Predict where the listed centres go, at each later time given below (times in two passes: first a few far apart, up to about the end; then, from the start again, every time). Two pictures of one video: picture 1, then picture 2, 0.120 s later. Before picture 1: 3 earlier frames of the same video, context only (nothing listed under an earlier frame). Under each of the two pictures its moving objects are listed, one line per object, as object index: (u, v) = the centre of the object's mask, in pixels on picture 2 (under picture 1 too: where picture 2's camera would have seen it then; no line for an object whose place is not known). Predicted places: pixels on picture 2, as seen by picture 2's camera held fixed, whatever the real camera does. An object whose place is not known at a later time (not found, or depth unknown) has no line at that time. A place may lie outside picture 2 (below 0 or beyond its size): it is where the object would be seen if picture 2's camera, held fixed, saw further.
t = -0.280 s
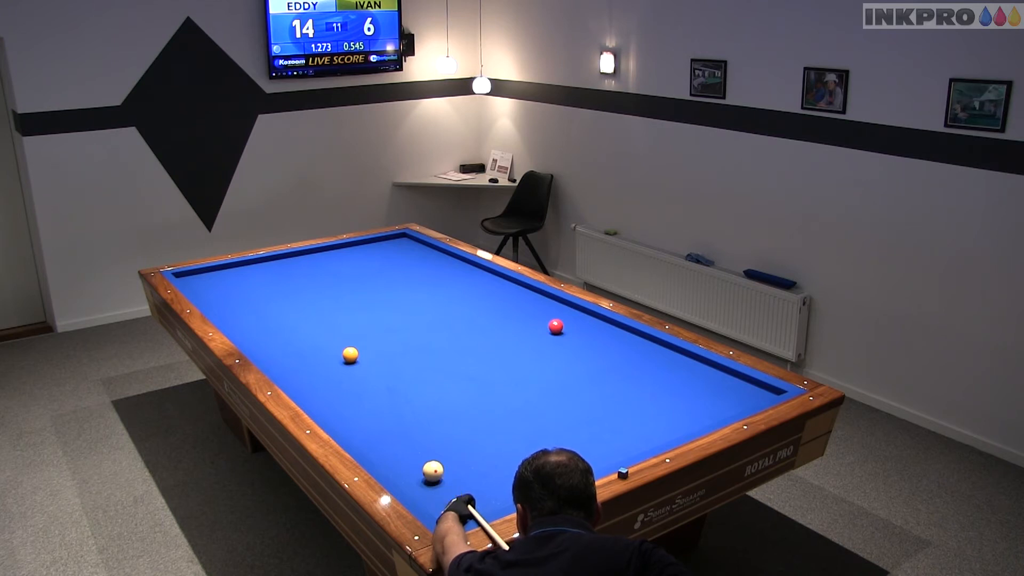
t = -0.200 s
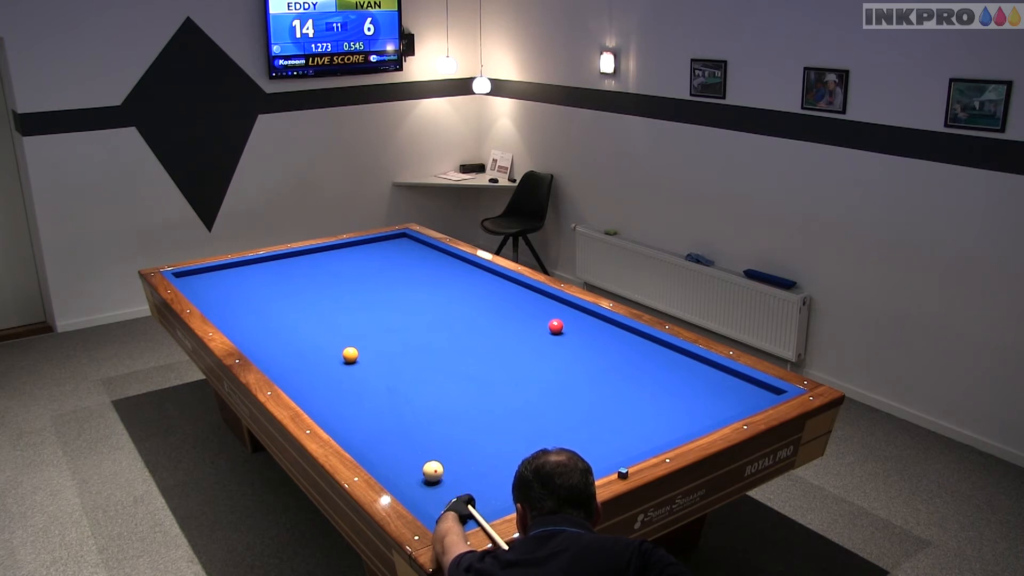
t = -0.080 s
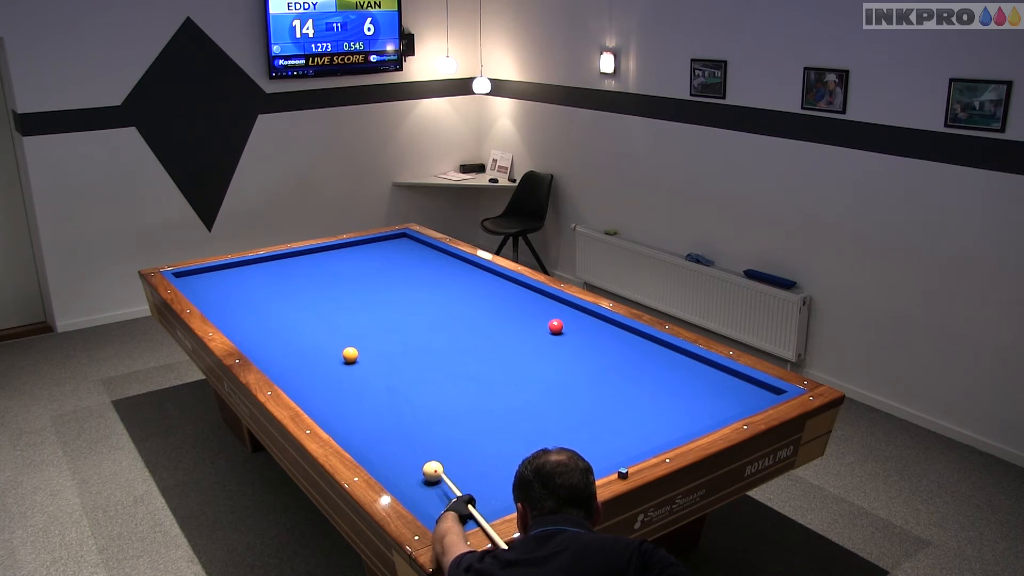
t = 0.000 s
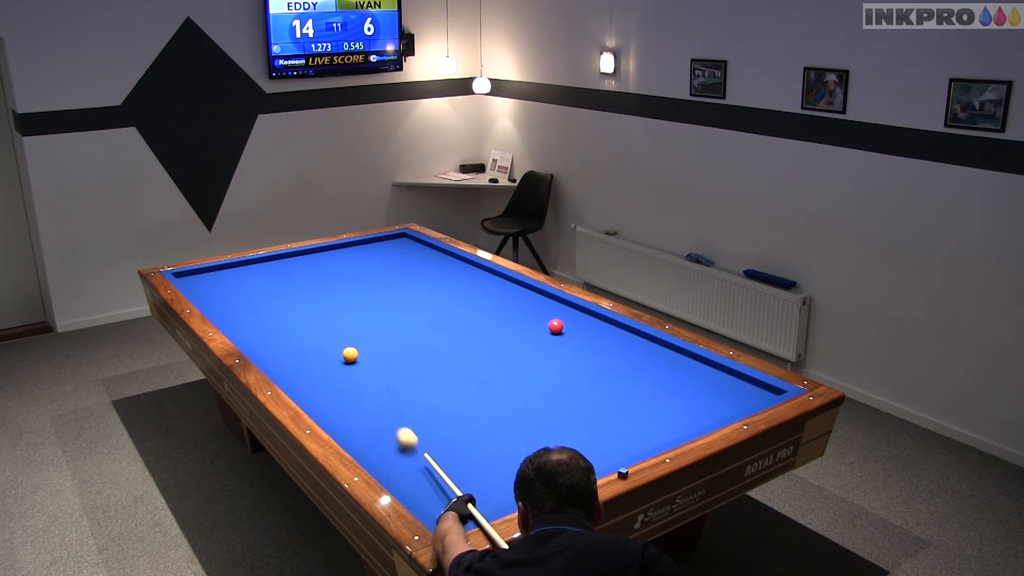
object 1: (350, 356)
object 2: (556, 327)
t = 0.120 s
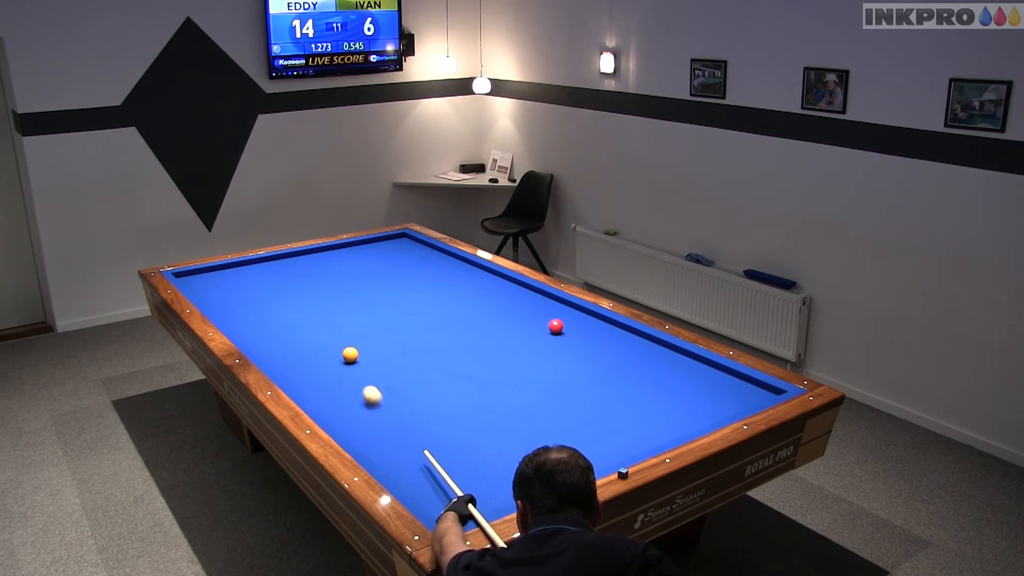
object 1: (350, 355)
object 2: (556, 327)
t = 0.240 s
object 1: (352, 353)
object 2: (556, 327)
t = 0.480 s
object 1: (383, 317)
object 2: (556, 327)
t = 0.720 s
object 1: (405, 291)
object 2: (556, 327)
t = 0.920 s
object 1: (420, 273)
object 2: (556, 327)
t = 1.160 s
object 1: (436, 255)
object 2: (556, 327)
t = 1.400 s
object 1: (408, 248)
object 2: (556, 327)
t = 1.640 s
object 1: (373, 245)
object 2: (556, 327)
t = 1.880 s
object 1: (347, 247)
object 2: (556, 327)
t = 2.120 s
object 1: (333, 255)
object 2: (556, 327)
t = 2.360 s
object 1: (318, 263)
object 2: (556, 327)
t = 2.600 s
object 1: (303, 272)
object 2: (556, 327)
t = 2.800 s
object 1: (289, 279)
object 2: (556, 327)
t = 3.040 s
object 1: (273, 288)
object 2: (556, 327)
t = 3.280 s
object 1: (255, 298)
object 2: (556, 327)
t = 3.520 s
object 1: (237, 309)
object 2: (556, 327)
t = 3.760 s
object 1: (229, 317)
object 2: (558, 327)
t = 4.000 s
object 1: (250, 320)
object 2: (564, 327)
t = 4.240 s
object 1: (271, 323)
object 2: (569, 327)
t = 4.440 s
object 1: (289, 325)
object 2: (573, 327)
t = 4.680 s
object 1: (310, 328)
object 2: (577, 327)
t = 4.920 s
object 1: (332, 331)
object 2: (583, 327)
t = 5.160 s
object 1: (353, 333)
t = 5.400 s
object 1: (374, 336)
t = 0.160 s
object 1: (350, 355)
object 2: (556, 327)
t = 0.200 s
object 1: (350, 355)
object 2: (556, 327)
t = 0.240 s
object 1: (352, 353)
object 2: (556, 327)
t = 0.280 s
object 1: (356, 349)
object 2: (556, 327)
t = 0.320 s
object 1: (362, 341)
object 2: (556, 327)
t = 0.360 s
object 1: (368, 334)
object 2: (556, 327)
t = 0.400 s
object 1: (373, 328)
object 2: (556, 327)
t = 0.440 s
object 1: (378, 322)
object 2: (556, 327)
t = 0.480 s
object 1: (383, 317)
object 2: (556, 327)
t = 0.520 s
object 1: (387, 312)
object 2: (556, 327)
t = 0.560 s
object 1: (391, 307)
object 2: (556, 327)
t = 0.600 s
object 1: (395, 303)
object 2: (556, 327)
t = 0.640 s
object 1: (399, 298)
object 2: (556, 327)
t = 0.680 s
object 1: (402, 294)
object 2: (556, 327)
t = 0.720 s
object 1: (405, 291)
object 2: (556, 327)
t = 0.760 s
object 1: (408, 287)
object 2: (556, 327)
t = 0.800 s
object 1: (411, 283)
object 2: (556, 327)
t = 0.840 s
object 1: (414, 280)
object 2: (556, 327)
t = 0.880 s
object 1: (417, 276)
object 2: (556, 327)
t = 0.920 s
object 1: (420, 273)
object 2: (556, 327)
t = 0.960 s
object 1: (423, 270)
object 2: (556, 327)
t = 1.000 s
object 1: (426, 266)
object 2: (556, 327)
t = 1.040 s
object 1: (428, 263)
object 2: (556, 327)
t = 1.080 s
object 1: (431, 260)
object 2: (556, 327)
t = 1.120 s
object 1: (433, 257)
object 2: (556, 327)
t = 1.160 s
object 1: (436, 255)
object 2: (556, 327)
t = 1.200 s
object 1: (438, 252)
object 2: (556, 327)
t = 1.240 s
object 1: (436, 250)
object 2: (556, 327)
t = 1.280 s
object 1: (429, 250)
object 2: (556, 327)
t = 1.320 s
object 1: (421, 249)
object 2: (556, 327)
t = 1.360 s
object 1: (414, 249)
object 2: (556, 327)
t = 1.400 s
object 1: (408, 248)
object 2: (556, 327)
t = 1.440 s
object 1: (402, 248)
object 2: (556, 327)
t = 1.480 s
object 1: (396, 247)
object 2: (556, 327)
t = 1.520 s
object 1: (390, 247)
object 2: (556, 327)
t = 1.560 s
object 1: (384, 246)
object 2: (556, 327)
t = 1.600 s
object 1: (378, 246)
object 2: (556, 327)
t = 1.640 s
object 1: (373, 245)
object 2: (556, 327)
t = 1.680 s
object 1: (367, 245)
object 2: (556, 327)
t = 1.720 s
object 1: (361, 244)
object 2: (556, 327)
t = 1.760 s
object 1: (356, 244)
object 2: (556, 327)
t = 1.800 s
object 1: (351, 244)
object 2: (556, 327)
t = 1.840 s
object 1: (349, 245)
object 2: (556, 327)
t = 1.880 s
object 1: (347, 247)
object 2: (556, 327)
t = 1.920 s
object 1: (345, 248)
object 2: (556, 327)
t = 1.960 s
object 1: (343, 249)
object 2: (556, 327)
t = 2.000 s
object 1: (340, 251)
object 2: (556, 327)
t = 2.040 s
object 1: (338, 252)
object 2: (556, 327)
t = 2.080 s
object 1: (336, 253)
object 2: (556, 327)
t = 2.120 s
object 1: (333, 255)
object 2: (556, 327)
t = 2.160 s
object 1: (331, 256)
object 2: (556, 327)
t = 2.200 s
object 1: (328, 257)
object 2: (556, 327)
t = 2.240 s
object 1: (326, 258)
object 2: (556, 327)
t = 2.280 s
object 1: (323, 260)
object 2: (556, 327)
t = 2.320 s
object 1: (321, 262)
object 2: (556, 327)
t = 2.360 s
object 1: (318, 263)
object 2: (556, 327)
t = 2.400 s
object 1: (316, 264)
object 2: (556, 327)
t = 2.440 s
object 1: (313, 266)
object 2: (556, 327)
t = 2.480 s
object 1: (311, 267)
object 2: (556, 327)
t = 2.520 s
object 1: (308, 269)
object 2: (556, 327)
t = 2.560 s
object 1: (306, 270)
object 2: (556, 327)
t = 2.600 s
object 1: (303, 272)
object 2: (556, 327)
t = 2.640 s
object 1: (300, 273)
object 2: (556, 327)
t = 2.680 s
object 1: (297, 275)
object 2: (556, 327)
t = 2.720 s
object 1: (295, 276)
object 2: (556, 327)
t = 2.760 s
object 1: (292, 278)
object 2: (556, 327)
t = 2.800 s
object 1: (289, 279)
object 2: (556, 327)
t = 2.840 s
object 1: (287, 280)
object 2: (556, 327)
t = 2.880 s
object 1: (284, 282)
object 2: (556, 327)
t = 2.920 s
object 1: (281, 284)
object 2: (556, 327)
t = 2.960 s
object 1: (278, 285)
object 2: (556, 327)
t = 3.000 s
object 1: (276, 287)
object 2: (556, 327)
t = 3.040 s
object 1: (273, 288)
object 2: (556, 327)
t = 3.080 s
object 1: (270, 290)
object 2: (556, 327)
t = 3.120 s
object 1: (267, 292)
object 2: (556, 327)
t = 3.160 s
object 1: (264, 293)
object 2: (556, 327)
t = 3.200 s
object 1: (261, 295)
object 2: (556, 327)
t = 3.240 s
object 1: (258, 297)
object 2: (556, 327)
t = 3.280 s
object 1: (255, 298)
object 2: (556, 327)
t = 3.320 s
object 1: (252, 300)
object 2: (556, 327)
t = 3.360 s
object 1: (249, 302)
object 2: (556, 327)
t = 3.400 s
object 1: (246, 304)
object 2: (556, 327)
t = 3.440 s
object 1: (243, 305)
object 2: (556, 327)
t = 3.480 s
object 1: (240, 307)
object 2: (556, 327)
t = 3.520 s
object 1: (237, 309)
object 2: (556, 327)
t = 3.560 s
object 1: (233, 310)
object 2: (556, 327)
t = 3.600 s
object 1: (230, 312)
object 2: (556, 327)
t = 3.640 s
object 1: (227, 314)
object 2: (556, 327)
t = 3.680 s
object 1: (224, 316)
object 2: (556, 327)
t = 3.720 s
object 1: (225, 316)
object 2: (557, 327)
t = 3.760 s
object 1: (229, 317)
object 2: (558, 327)
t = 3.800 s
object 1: (232, 318)
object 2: (559, 327)
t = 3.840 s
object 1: (236, 318)
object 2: (560, 327)
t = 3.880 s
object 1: (239, 319)
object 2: (561, 327)
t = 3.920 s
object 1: (243, 319)
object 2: (562, 327)
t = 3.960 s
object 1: (246, 320)
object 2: (563, 327)
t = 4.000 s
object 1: (250, 320)
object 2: (564, 327)
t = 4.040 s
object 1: (253, 320)
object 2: (565, 327)
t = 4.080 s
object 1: (257, 321)
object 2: (566, 327)
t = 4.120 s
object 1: (260, 321)
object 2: (566, 327)
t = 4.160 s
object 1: (264, 322)
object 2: (567, 327)
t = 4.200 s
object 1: (267, 322)
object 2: (568, 327)
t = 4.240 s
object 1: (271, 323)
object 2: (569, 327)
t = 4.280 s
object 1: (275, 323)
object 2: (570, 327)
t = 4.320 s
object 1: (278, 324)
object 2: (571, 327)
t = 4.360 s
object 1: (282, 324)
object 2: (571, 327)
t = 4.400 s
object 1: (285, 325)
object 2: (572, 327)
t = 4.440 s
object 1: (289, 325)
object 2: (573, 327)
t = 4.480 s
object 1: (292, 325)
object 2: (573, 327)
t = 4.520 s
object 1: (296, 326)
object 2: (574, 327)
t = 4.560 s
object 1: (299, 326)
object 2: (575, 327)
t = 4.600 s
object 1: (303, 327)
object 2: (576, 328)
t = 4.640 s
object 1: (307, 327)
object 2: (576, 327)
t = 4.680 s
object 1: (310, 328)
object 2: (577, 327)
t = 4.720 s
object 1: (314, 328)
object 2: (577, 328)
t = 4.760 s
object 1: (317, 329)
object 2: (578, 328)
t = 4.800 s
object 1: (321, 329)
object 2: (579, 328)
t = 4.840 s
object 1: (324, 330)
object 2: (579, 328)
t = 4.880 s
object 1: (328, 330)
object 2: (580, 328)
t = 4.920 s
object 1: (332, 331)
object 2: (583, 327)
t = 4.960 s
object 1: (335, 331)
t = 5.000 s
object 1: (339, 331)
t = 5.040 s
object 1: (342, 332)
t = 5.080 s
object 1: (346, 332)
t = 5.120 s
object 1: (350, 333)
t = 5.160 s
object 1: (353, 333)
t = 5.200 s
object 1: (357, 334)
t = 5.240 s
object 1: (360, 334)
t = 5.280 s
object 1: (364, 335)
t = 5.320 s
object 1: (367, 335)
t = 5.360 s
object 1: (371, 335)
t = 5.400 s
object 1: (374, 336)
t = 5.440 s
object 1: (378, 336)
